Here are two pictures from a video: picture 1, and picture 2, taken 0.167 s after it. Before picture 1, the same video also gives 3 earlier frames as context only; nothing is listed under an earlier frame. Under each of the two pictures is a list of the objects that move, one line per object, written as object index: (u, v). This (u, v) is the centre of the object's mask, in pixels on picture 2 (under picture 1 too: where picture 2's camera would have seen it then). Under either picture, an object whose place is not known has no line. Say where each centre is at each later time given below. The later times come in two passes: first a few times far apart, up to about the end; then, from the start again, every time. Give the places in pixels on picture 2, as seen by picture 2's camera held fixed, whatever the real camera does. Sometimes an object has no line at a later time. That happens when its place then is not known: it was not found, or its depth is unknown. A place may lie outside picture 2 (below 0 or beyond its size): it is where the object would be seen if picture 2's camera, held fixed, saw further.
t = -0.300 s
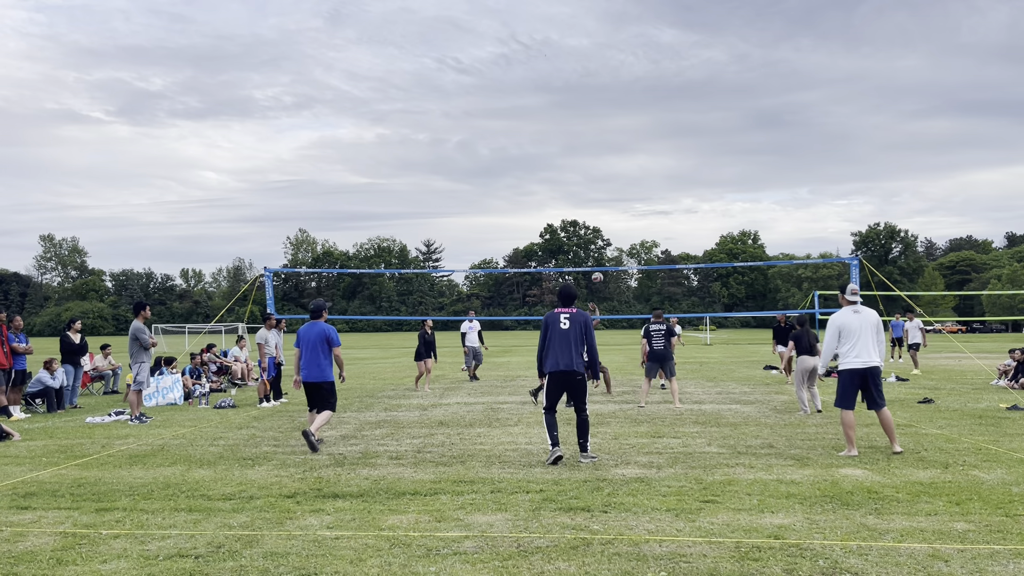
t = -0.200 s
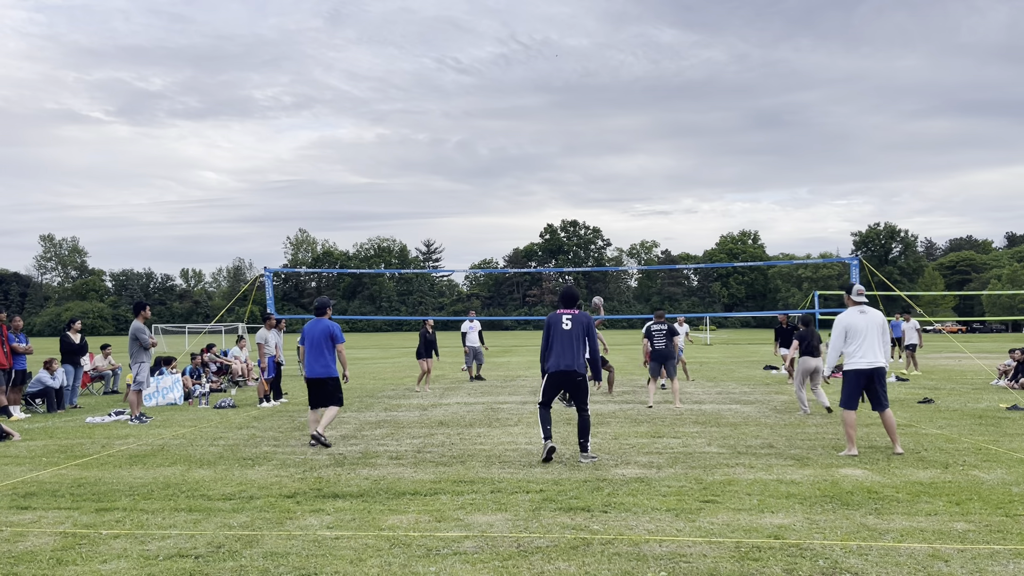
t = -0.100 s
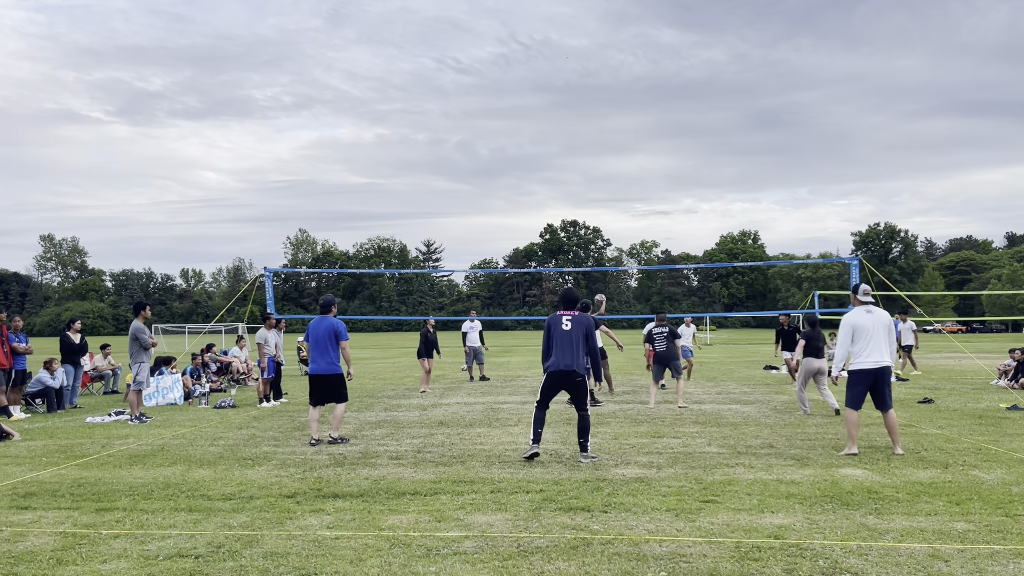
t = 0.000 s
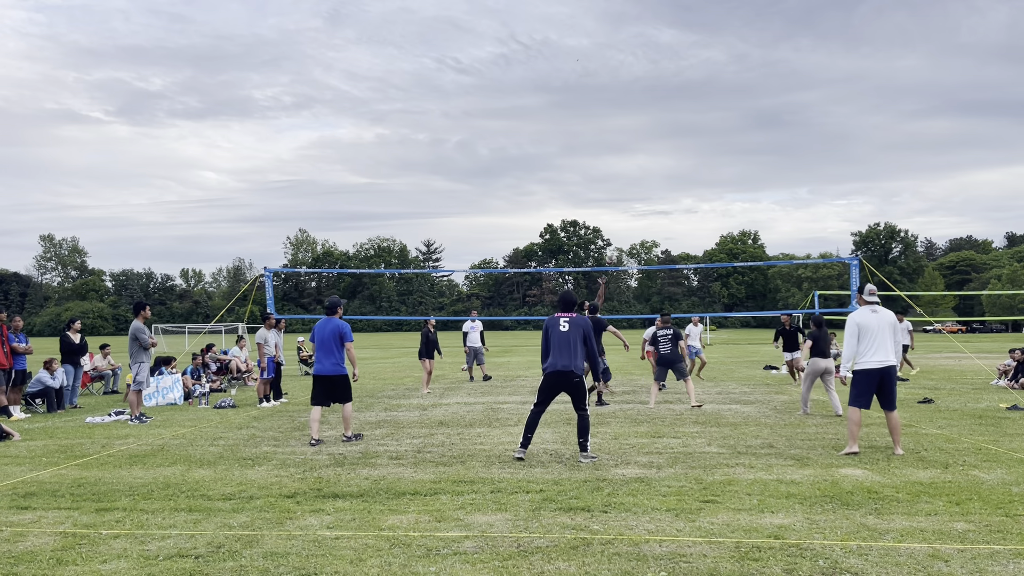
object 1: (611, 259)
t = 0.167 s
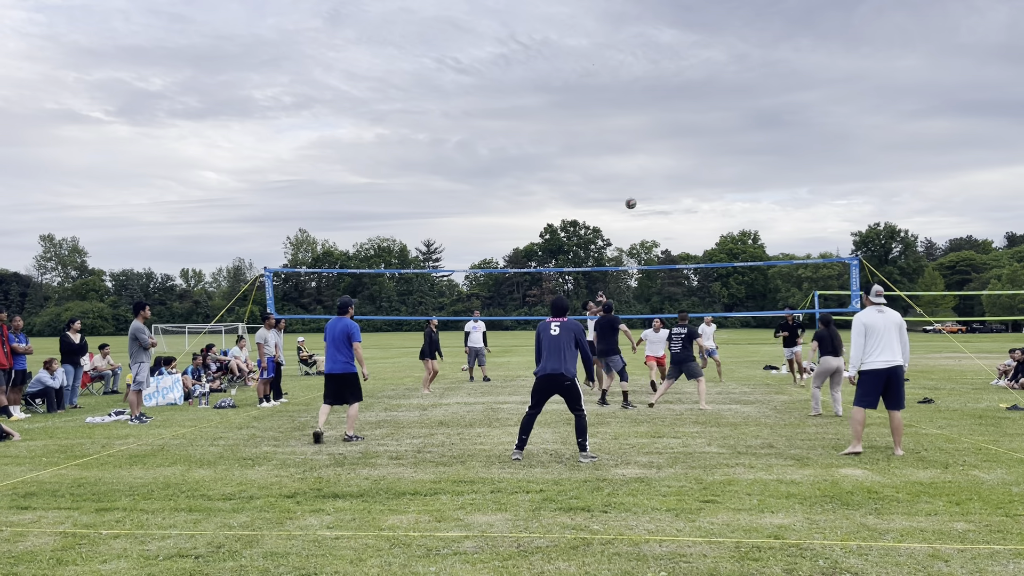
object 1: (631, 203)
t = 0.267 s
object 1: (642, 177)
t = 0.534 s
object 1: (672, 132)
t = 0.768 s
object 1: (700, 125)
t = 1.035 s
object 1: (732, 153)
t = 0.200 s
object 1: (634, 194)
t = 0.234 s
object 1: (638, 185)
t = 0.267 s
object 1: (642, 177)
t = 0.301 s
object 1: (646, 169)
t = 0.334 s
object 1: (649, 162)
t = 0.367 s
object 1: (653, 155)
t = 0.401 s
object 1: (657, 150)
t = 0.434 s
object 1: (661, 144)
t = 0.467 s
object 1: (665, 140)
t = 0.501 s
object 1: (668, 136)
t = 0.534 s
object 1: (672, 132)
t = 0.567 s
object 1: (676, 130)
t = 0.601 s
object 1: (680, 127)
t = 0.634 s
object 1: (684, 125)
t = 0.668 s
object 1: (688, 124)
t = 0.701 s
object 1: (692, 124)
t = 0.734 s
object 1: (696, 124)
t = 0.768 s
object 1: (700, 125)
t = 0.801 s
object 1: (704, 126)
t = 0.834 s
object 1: (708, 128)
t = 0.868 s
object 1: (712, 131)
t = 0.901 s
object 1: (716, 134)
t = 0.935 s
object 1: (720, 138)
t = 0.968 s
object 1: (724, 142)
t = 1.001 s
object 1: (728, 147)
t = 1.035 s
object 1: (732, 153)
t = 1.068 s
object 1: (736, 159)
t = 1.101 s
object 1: (740, 166)
